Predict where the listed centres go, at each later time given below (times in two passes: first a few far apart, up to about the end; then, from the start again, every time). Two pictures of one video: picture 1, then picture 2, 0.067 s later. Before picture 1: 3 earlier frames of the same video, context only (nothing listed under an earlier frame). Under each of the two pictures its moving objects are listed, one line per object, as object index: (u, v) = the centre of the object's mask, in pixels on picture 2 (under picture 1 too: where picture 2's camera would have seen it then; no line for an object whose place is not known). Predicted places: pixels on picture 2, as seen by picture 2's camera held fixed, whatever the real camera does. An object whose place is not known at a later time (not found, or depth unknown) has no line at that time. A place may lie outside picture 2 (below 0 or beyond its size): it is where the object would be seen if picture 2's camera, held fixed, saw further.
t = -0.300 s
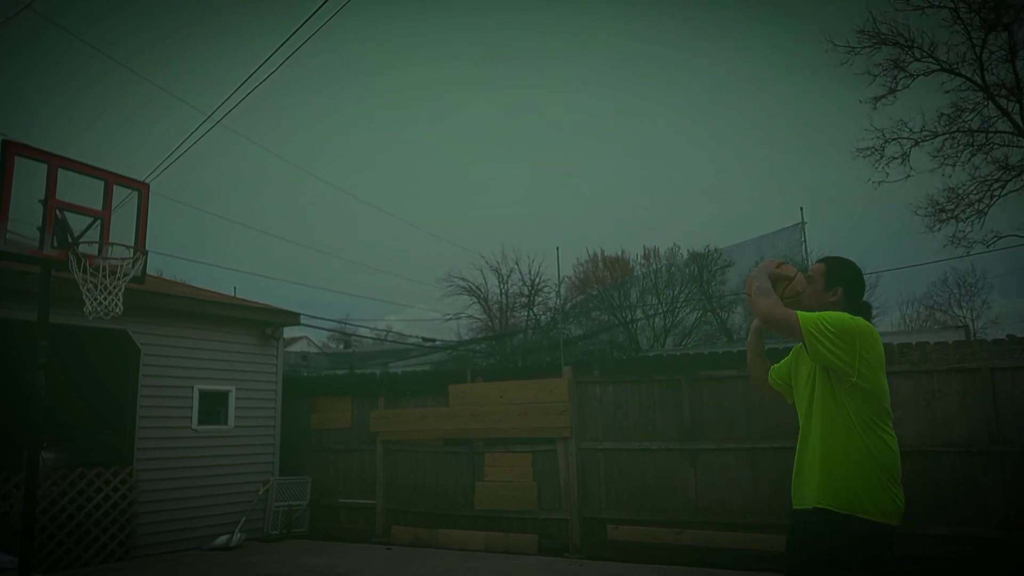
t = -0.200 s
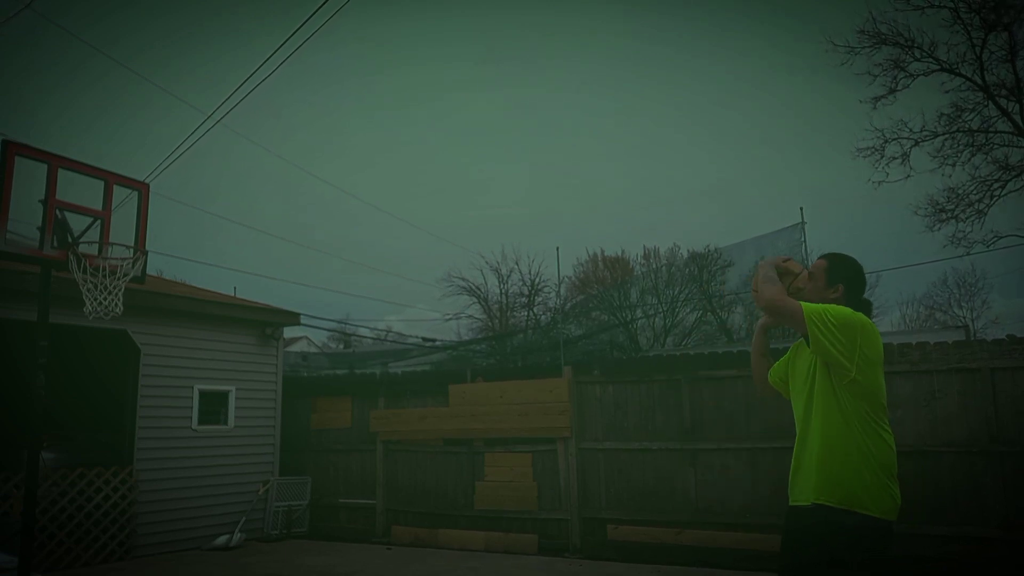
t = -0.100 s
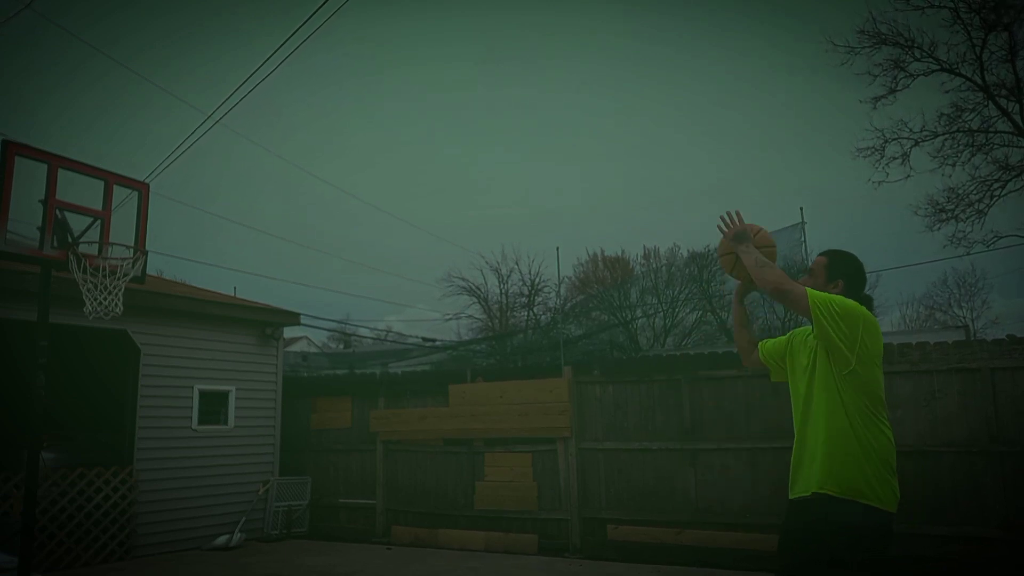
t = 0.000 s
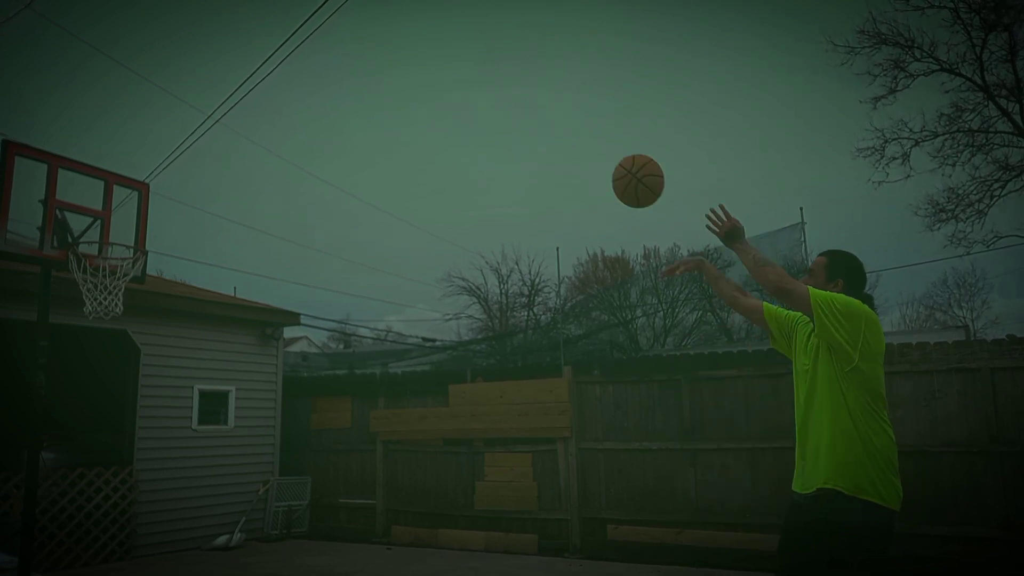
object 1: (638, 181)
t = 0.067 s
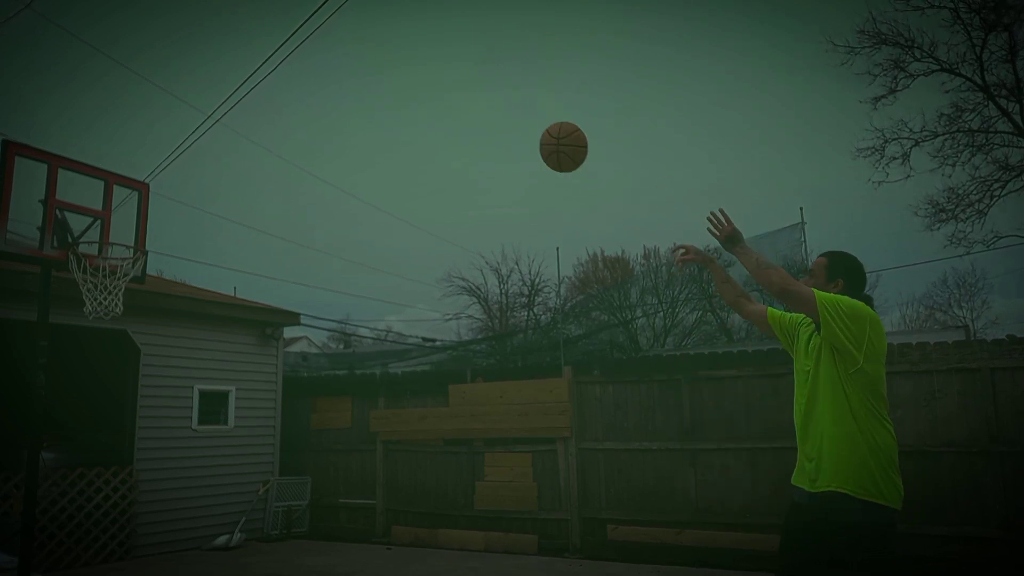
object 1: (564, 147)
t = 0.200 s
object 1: (439, 111)
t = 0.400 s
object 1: (288, 120)
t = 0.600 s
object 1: (163, 181)
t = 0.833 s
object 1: (128, 270)
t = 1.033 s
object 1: (143, 272)
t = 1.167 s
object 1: (125, 282)
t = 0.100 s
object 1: (530, 134)
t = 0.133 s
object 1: (498, 124)
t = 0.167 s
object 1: (467, 117)
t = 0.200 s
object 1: (439, 111)
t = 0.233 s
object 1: (411, 109)
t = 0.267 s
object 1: (384, 108)
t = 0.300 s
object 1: (359, 108)
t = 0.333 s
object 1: (335, 111)
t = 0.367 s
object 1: (311, 115)
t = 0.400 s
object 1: (288, 120)
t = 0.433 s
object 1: (265, 127)
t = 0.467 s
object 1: (244, 136)
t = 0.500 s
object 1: (223, 145)
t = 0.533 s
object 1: (202, 156)
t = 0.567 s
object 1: (182, 168)
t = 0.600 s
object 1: (163, 181)
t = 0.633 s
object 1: (144, 195)
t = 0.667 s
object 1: (127, 211)
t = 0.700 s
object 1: (107, 227)
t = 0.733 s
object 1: (91, 243)
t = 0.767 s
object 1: (95, 256)
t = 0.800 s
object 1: (110, 265)
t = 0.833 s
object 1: (128, 270)
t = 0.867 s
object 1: (137, 273)
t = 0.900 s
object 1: (141, 268)
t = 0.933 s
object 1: (142, 267)
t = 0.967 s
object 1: (144, 267)
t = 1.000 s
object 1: (143, 269)
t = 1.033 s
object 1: (143, 272)
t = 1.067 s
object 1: (139, 275)
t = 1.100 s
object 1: (137, 277)
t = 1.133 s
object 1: (134, 278)
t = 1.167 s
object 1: (125, 282)
